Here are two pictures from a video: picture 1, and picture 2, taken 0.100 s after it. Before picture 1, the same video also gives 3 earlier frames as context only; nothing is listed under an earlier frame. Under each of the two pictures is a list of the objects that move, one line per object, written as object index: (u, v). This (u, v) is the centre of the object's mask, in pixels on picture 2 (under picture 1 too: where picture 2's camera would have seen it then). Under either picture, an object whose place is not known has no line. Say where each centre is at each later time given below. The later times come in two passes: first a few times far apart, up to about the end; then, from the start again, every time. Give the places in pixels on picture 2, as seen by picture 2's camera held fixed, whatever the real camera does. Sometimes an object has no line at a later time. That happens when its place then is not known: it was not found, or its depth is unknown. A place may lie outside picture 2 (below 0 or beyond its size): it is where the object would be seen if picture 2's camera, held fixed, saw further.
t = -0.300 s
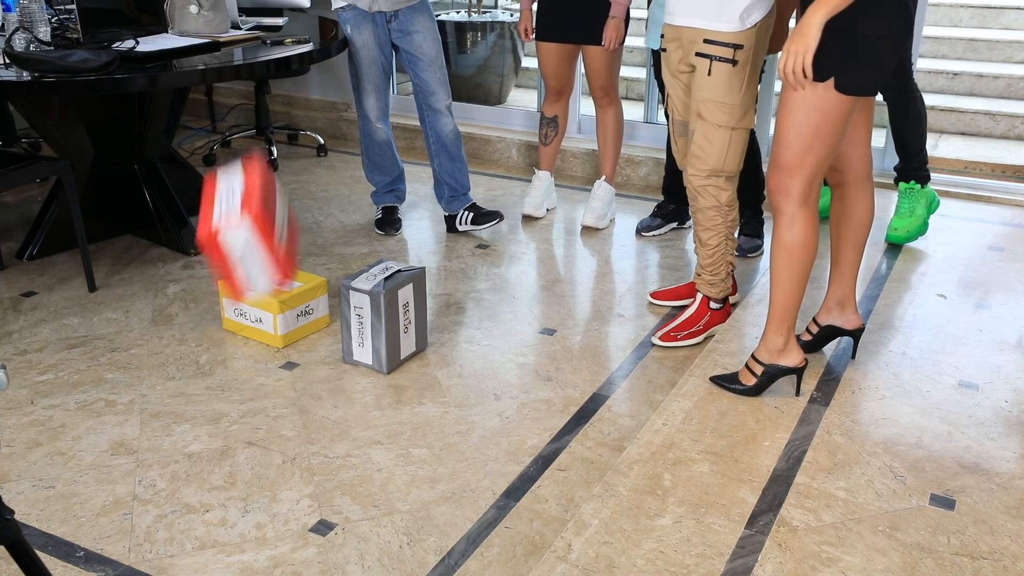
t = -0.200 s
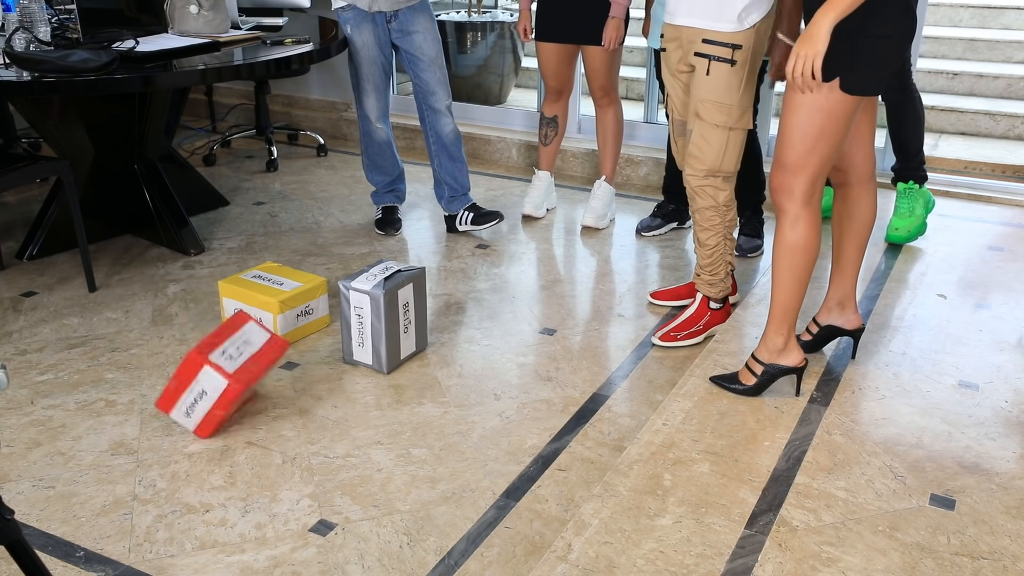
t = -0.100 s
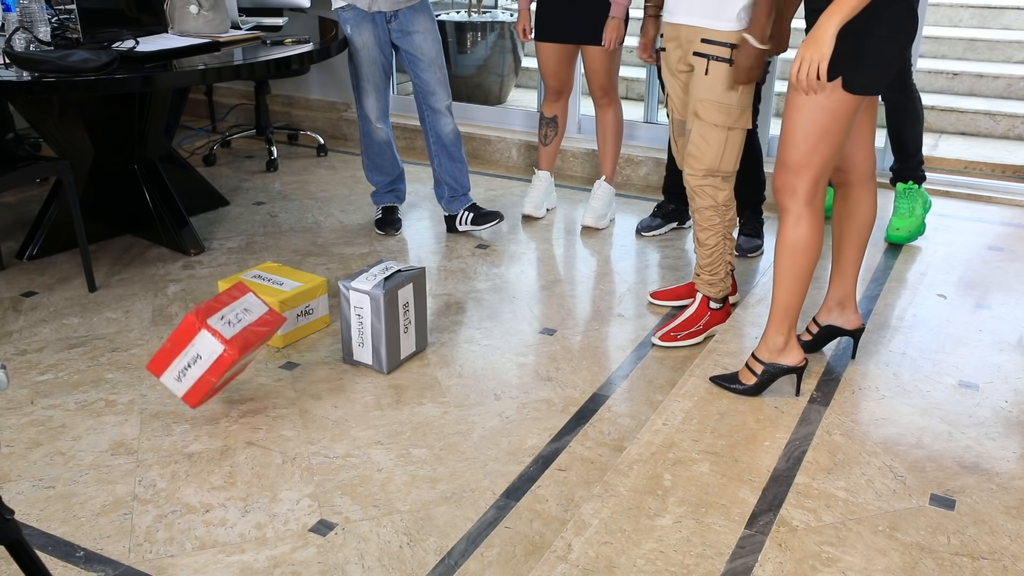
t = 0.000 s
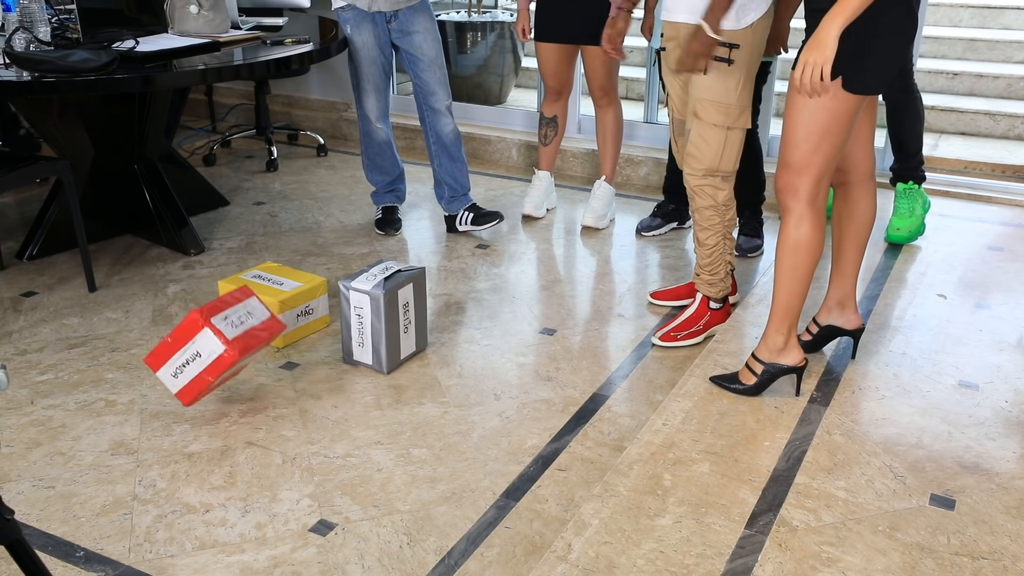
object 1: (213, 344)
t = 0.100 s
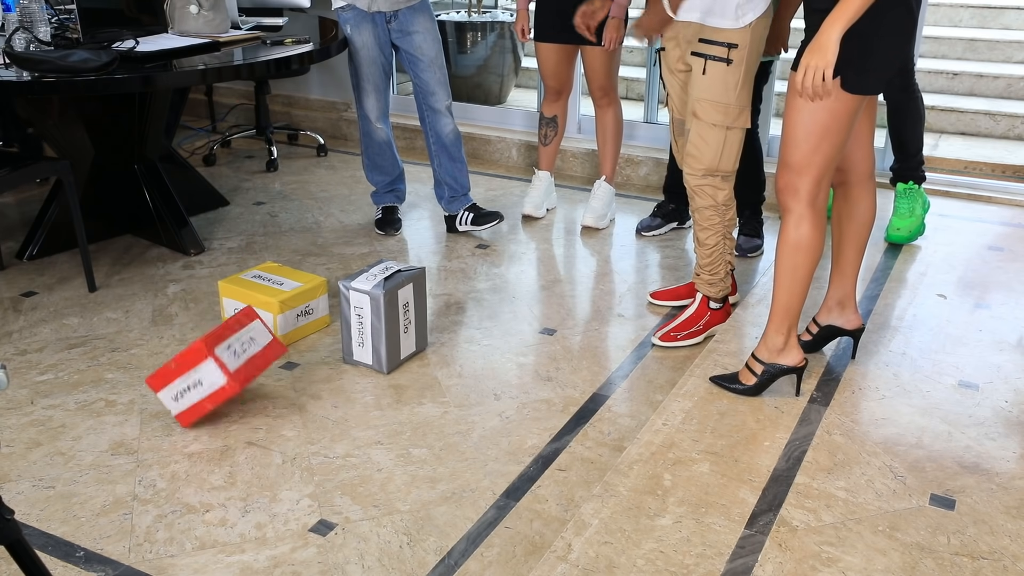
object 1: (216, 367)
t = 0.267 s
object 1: (226, 387)
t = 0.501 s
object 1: (234, 394)
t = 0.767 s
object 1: (234, 394)
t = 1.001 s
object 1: (234, 394)
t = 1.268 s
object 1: (234, 394)
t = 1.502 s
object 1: (234, 394)
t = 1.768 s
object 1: (234, 394)
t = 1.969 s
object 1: (234, 394)
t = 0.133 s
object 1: (216, 371)
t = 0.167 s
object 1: (218, 372)
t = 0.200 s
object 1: (219, 376)
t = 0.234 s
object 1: (222, 381)
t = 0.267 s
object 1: (226, 387)
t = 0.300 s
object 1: (230, 393)
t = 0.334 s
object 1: (231, 392)
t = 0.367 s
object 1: (232, 392)
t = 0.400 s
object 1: (233, 394)
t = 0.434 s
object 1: (234, 394)
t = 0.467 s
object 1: (234, 394)
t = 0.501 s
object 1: (234, 394)
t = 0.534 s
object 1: (234, 394)
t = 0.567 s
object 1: (234, 394)
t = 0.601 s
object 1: (234, 394)
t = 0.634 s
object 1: (234, 394)
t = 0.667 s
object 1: (234, 394)
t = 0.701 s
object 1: (234, 394)
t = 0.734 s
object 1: (234, 394)
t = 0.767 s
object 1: (234, 394)
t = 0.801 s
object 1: (234, 394)
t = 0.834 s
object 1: (234, 394)
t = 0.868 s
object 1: (234, 394)
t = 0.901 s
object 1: (234, 394)
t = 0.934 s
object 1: (234, 394)
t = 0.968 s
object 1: (234, 394)
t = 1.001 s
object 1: (234, 394)
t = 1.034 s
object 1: (234, 394)
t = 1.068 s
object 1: (234, 394)
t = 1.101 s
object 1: (234, 394)
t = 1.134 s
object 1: (234, 394)
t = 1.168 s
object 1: (234, 394)
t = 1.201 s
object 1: (234, 394)
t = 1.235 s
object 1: (234, 394)
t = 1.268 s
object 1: (234, 394)
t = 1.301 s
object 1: (234, 394)
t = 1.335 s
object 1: (234, 394)
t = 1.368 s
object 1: (234, 394)
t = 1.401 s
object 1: (234, 394)
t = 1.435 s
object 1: (234, 394)
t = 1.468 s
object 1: (234, 394)
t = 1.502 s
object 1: (234, 394)
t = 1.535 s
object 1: (234, 394)
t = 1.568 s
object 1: (234, 394)
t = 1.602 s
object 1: (234, 394)
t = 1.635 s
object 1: (234, 394)
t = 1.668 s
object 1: (234, 394)
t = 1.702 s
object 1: (234, 394)
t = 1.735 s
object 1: (234, 394)
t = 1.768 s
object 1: (234, 394)
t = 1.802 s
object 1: (234, 394)
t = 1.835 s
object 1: (234, 394)
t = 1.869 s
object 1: (234, 394)
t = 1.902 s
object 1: (234, 394)
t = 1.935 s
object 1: (234, 394)
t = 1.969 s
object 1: (234, 394)
